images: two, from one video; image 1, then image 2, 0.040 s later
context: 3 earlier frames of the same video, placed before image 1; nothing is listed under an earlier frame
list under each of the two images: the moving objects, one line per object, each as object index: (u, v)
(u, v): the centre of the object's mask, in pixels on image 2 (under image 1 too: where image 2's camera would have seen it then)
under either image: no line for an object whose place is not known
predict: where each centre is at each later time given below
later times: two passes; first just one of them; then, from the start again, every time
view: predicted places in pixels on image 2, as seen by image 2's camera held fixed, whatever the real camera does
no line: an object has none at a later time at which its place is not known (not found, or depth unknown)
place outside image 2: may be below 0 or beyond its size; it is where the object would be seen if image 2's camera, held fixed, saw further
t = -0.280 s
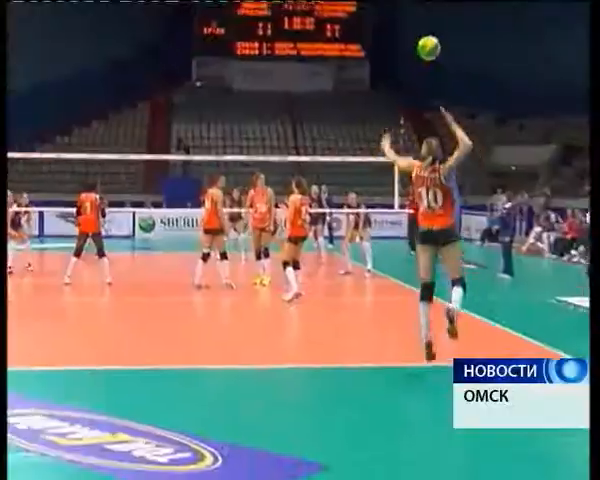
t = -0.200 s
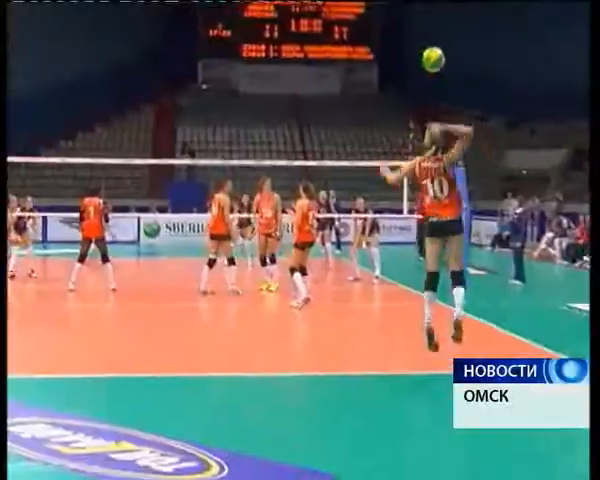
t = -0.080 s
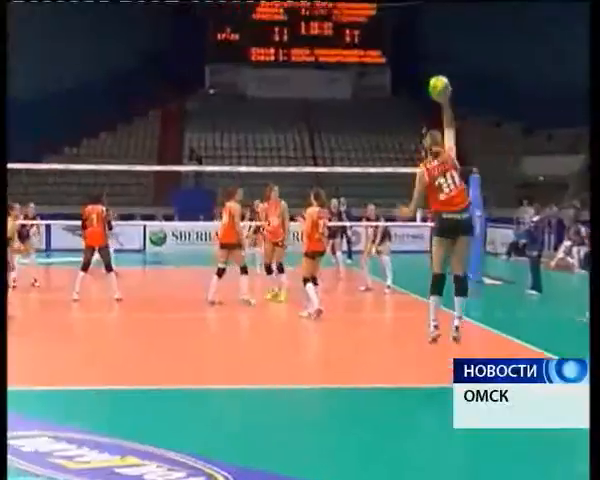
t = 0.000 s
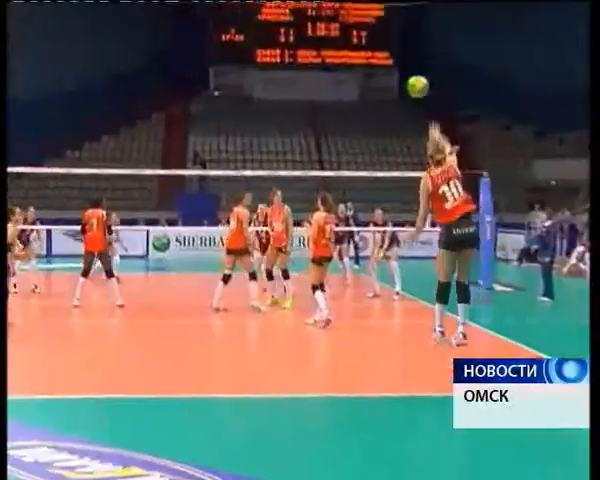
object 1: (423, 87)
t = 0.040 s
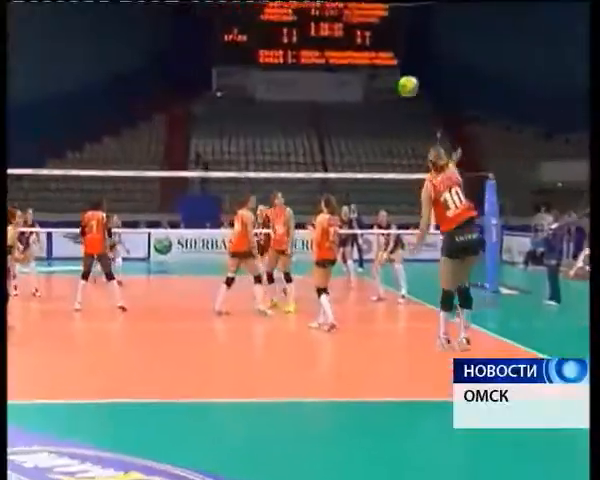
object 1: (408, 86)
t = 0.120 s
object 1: (385, 90)
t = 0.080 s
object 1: (396, 88)
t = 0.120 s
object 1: (385, 90)
